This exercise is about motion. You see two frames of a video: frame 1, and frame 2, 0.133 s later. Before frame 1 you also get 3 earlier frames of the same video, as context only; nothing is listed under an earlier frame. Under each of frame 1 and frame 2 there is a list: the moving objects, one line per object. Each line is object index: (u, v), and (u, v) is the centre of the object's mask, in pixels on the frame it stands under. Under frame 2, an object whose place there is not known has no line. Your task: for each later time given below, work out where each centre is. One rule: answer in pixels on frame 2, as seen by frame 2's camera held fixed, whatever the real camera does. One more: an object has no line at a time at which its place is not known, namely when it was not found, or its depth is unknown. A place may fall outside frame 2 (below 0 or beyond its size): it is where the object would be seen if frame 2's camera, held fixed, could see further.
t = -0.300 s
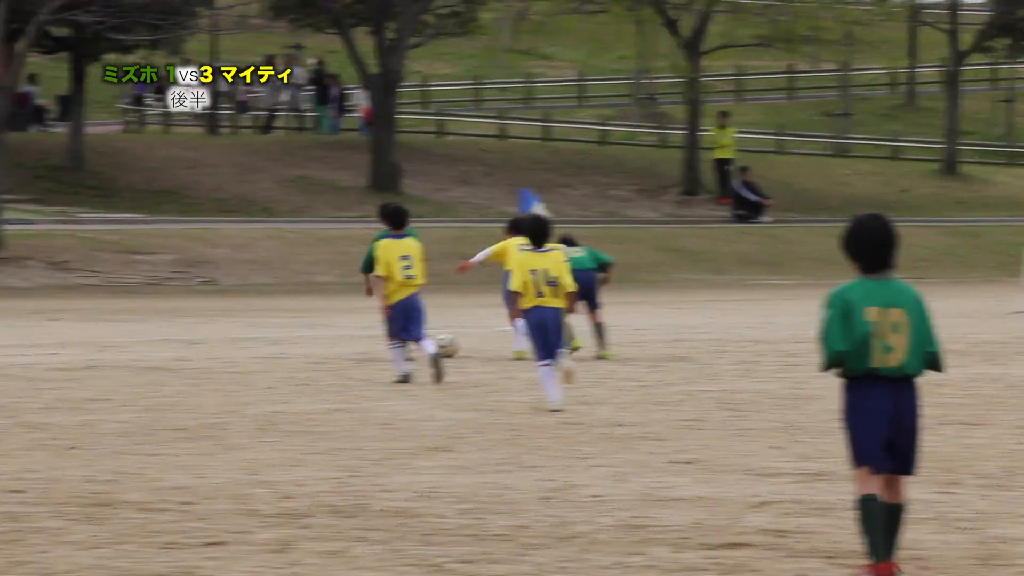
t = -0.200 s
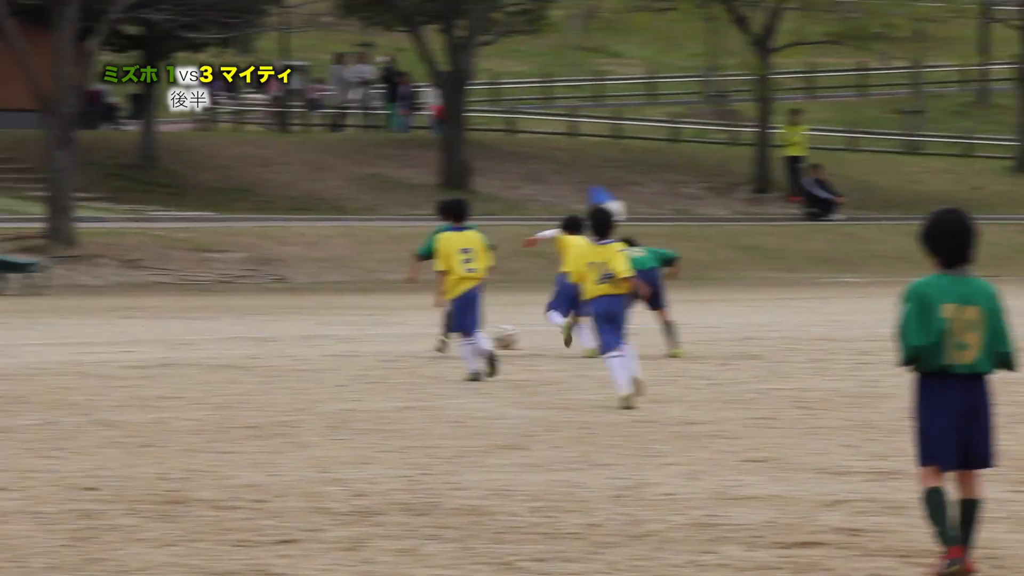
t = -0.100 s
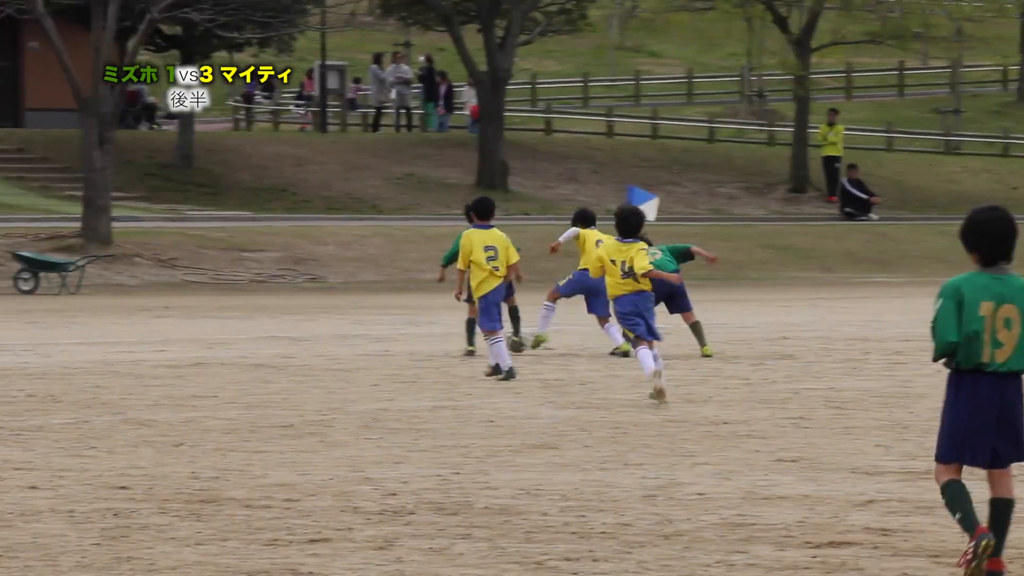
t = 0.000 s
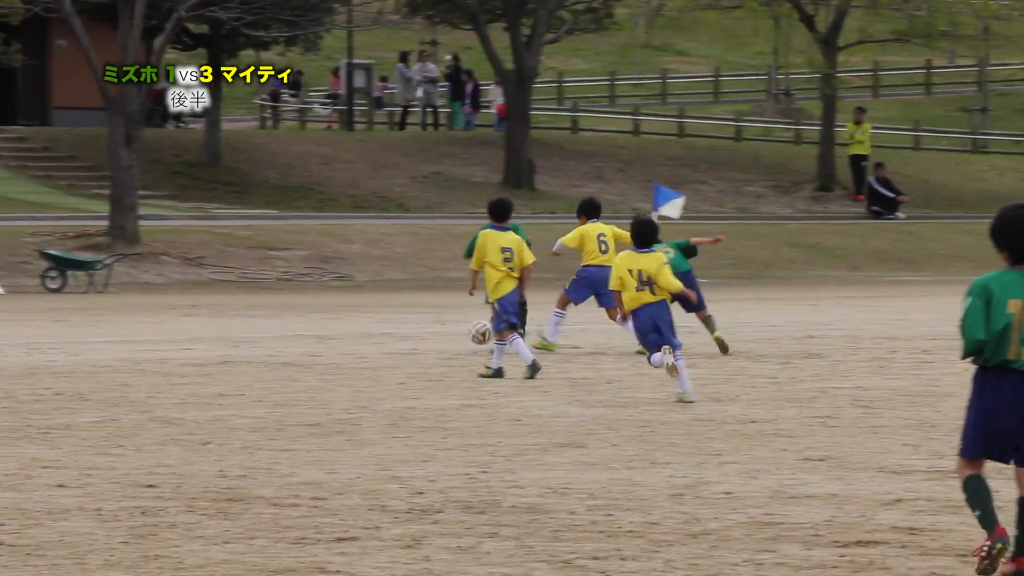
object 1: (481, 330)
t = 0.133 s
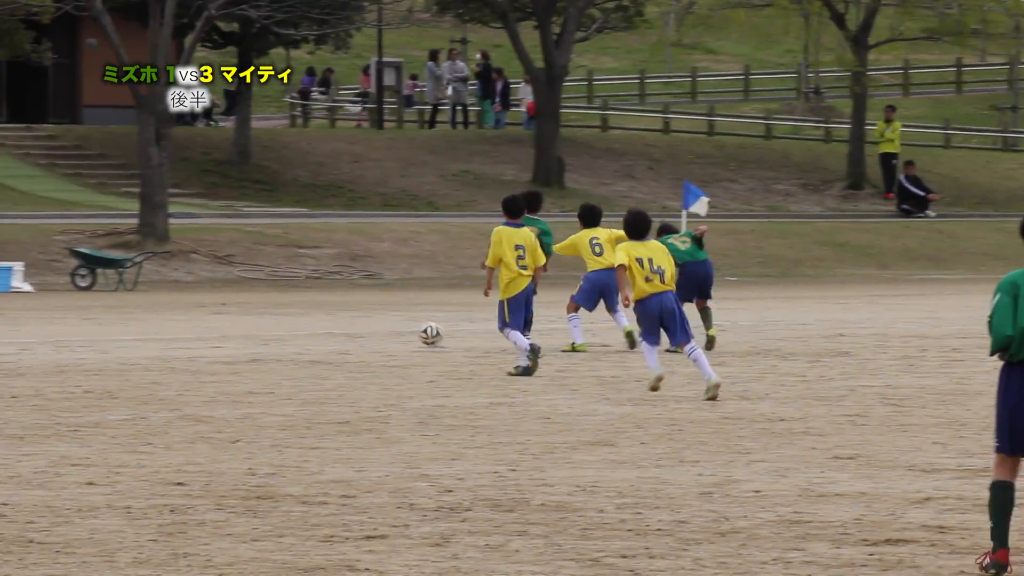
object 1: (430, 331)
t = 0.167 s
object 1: (414, 329)
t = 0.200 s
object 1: (398, 327)
